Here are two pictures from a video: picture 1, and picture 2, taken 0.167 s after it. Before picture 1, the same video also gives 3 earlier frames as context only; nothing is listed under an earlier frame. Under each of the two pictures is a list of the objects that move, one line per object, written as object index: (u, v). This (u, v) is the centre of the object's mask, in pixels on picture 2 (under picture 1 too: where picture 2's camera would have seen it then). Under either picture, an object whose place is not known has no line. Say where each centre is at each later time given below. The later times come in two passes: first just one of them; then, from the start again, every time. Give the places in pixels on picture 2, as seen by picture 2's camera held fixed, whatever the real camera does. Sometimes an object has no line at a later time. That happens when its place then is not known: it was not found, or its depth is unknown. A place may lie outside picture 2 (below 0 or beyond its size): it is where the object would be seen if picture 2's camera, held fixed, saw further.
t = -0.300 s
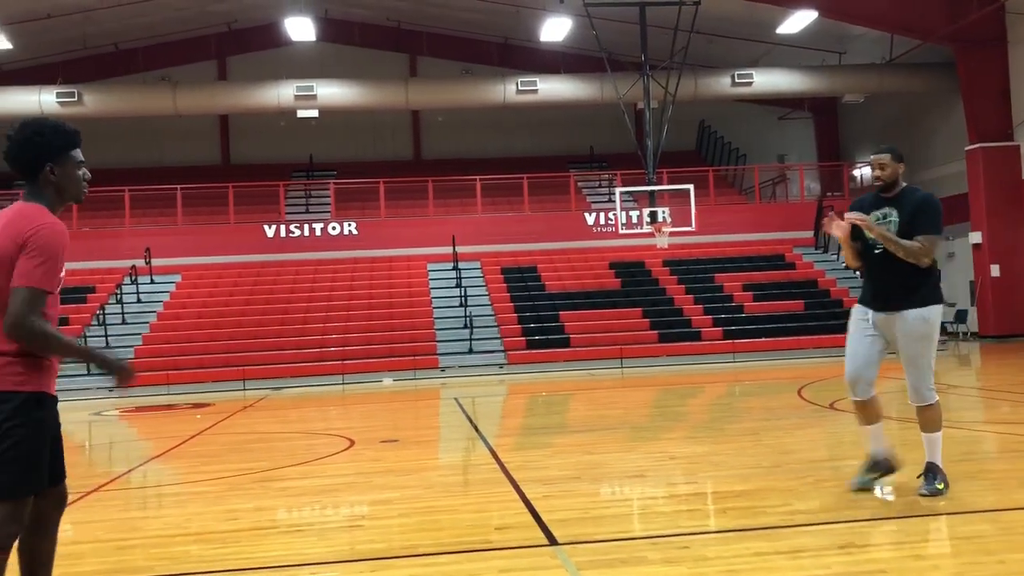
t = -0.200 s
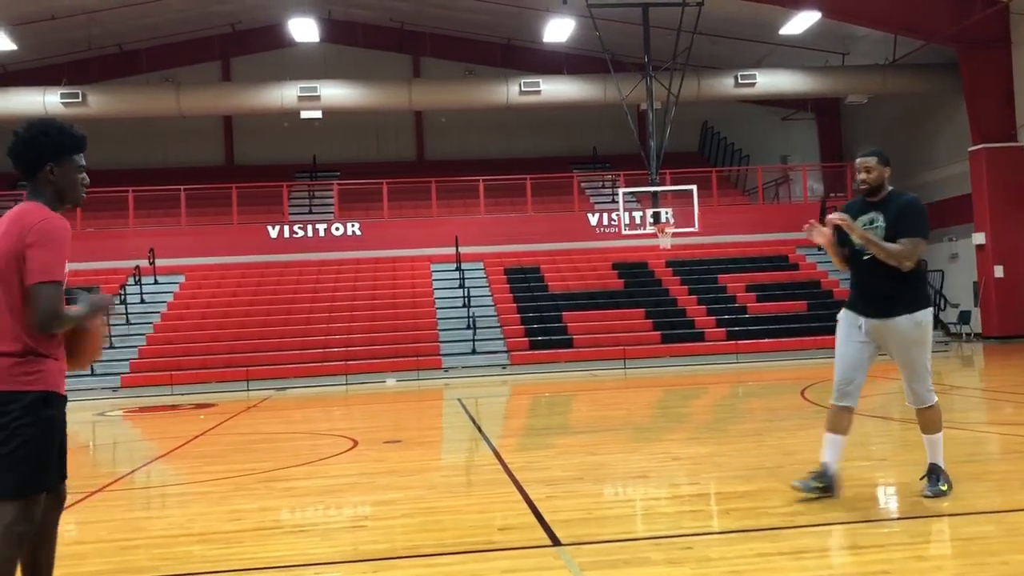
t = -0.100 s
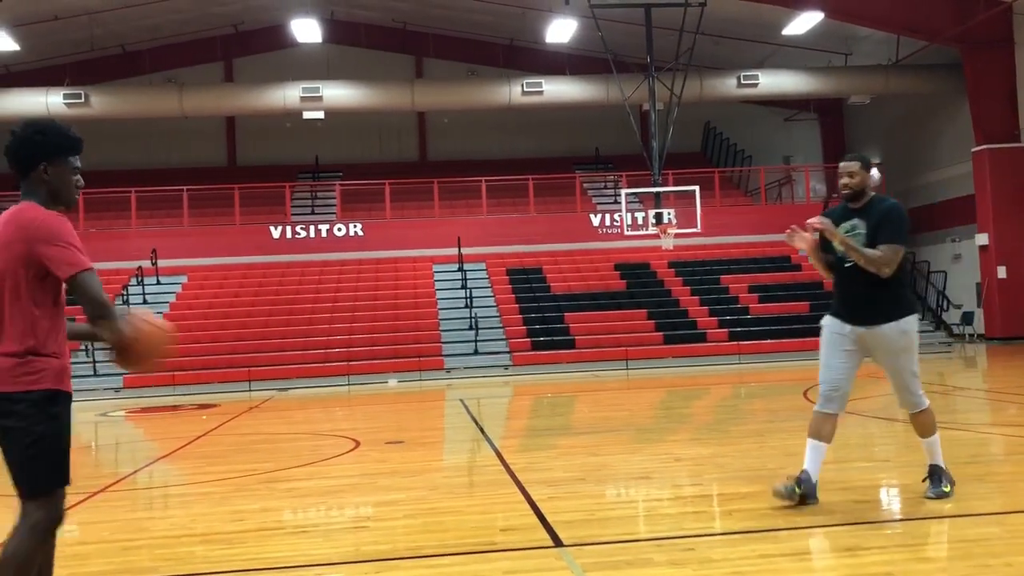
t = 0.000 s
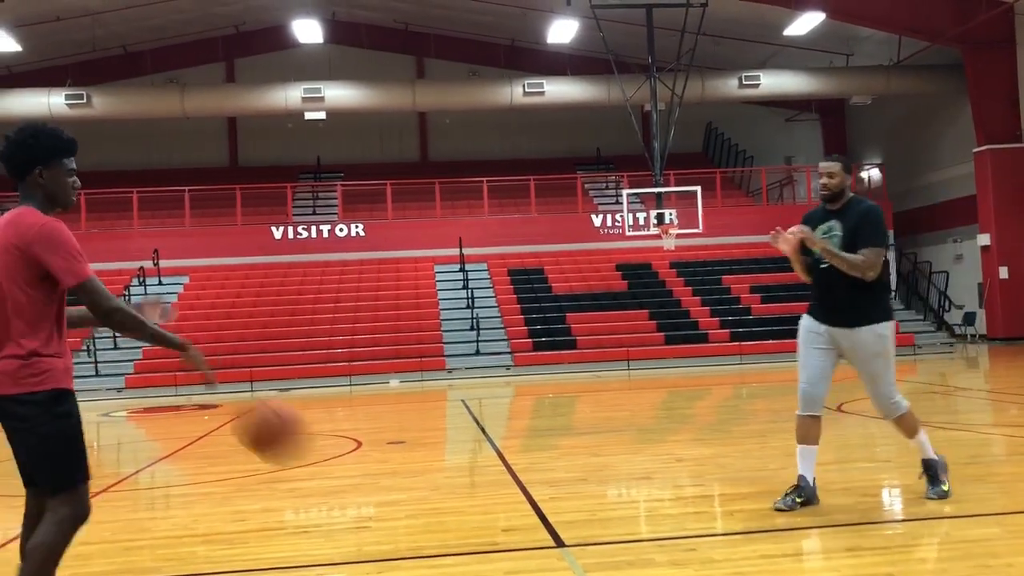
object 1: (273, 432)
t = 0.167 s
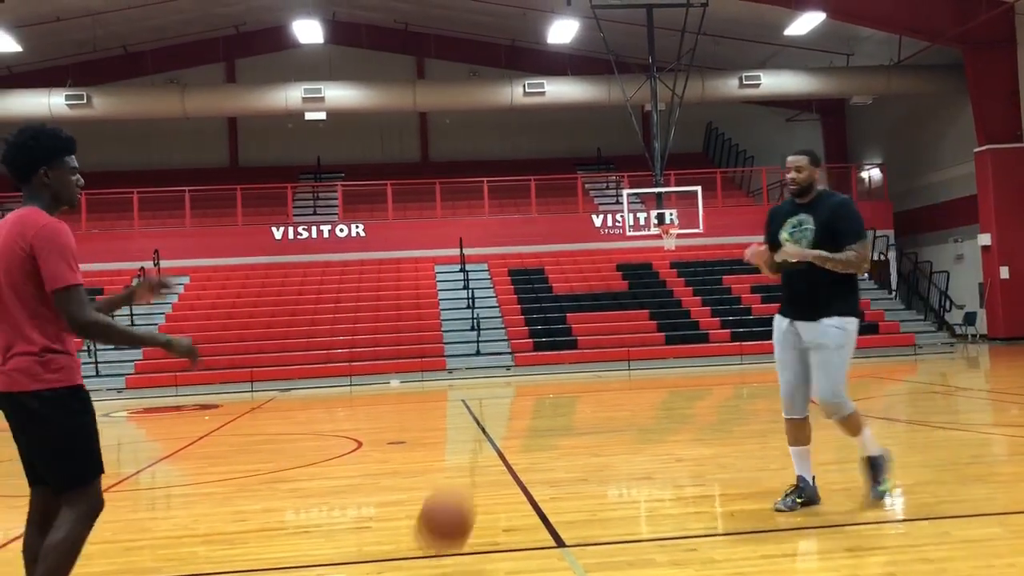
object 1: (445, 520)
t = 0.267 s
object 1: (494, 431)
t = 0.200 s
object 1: (461, 489)
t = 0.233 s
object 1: (476, 461)
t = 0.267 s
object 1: (494, 431)
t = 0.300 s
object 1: (510, 406)
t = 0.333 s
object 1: (526, 383)
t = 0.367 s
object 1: (542, 362)
